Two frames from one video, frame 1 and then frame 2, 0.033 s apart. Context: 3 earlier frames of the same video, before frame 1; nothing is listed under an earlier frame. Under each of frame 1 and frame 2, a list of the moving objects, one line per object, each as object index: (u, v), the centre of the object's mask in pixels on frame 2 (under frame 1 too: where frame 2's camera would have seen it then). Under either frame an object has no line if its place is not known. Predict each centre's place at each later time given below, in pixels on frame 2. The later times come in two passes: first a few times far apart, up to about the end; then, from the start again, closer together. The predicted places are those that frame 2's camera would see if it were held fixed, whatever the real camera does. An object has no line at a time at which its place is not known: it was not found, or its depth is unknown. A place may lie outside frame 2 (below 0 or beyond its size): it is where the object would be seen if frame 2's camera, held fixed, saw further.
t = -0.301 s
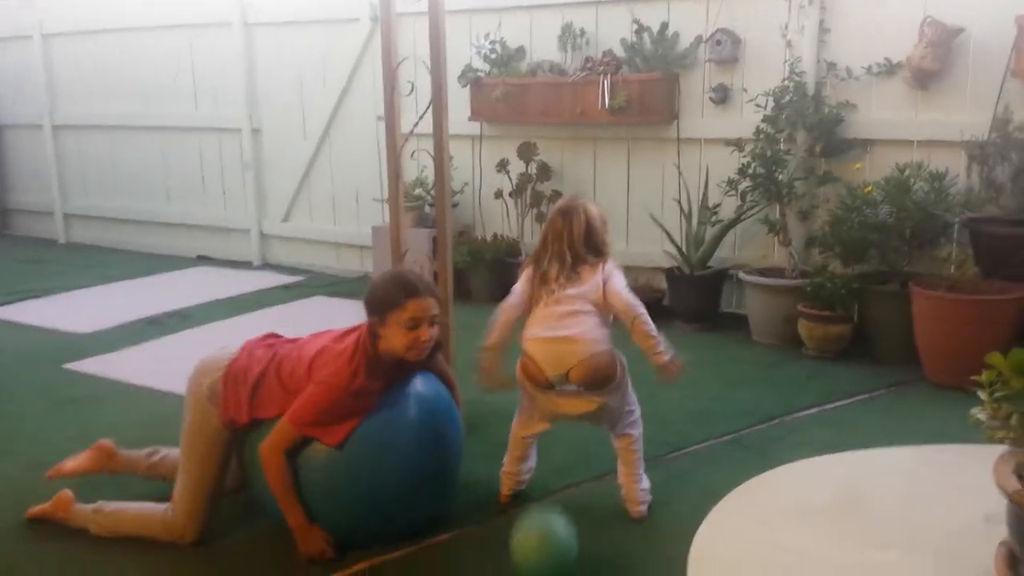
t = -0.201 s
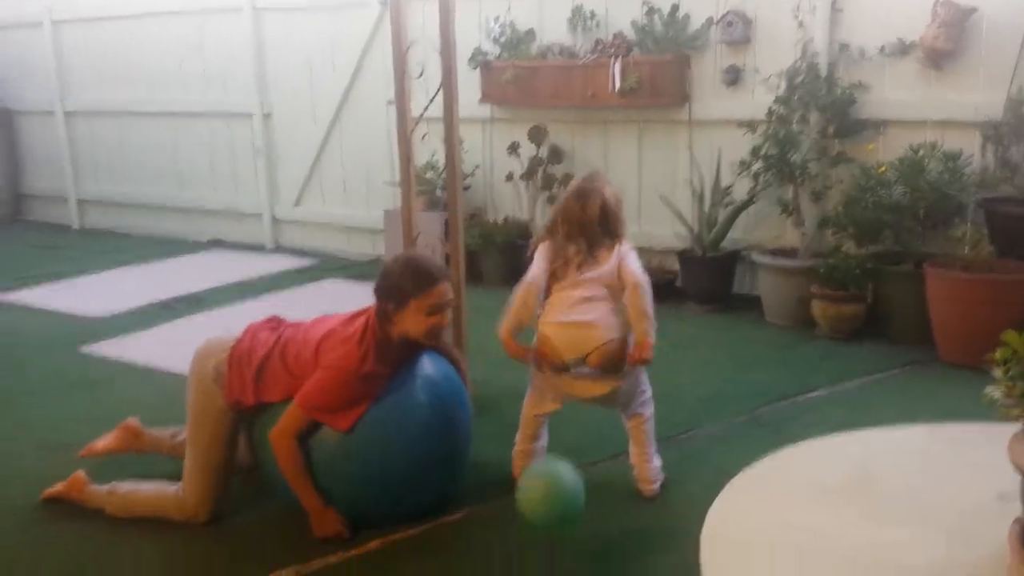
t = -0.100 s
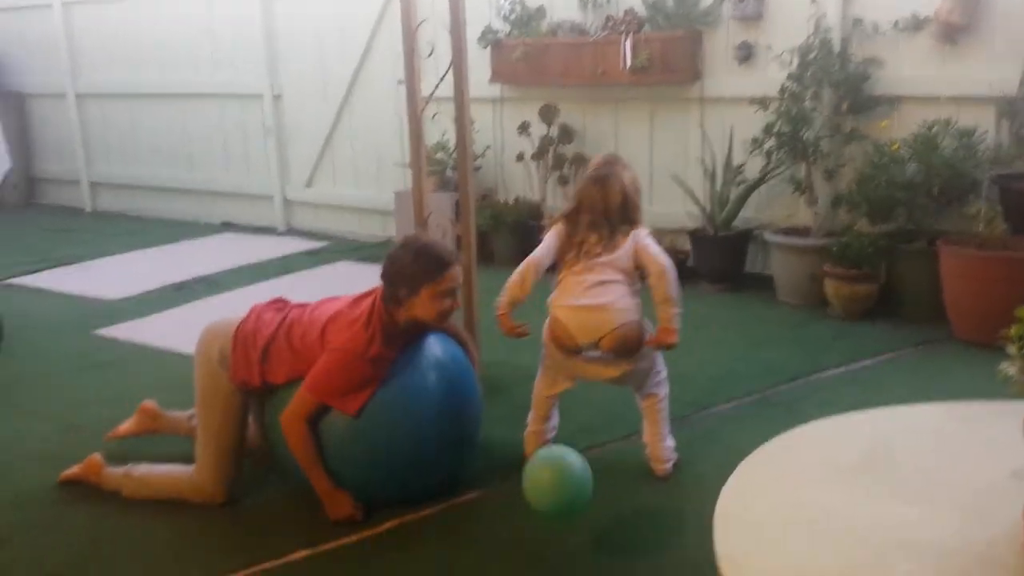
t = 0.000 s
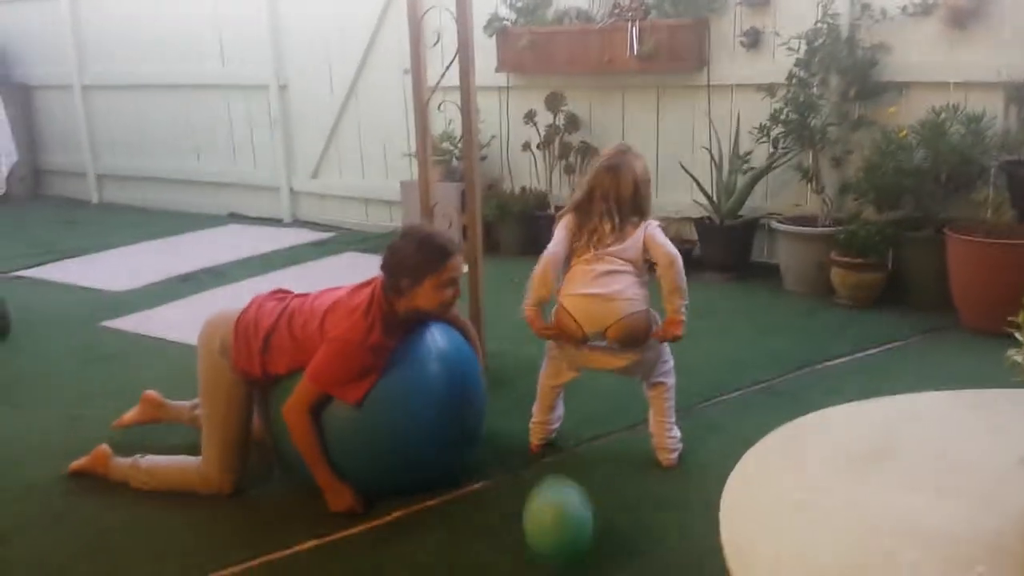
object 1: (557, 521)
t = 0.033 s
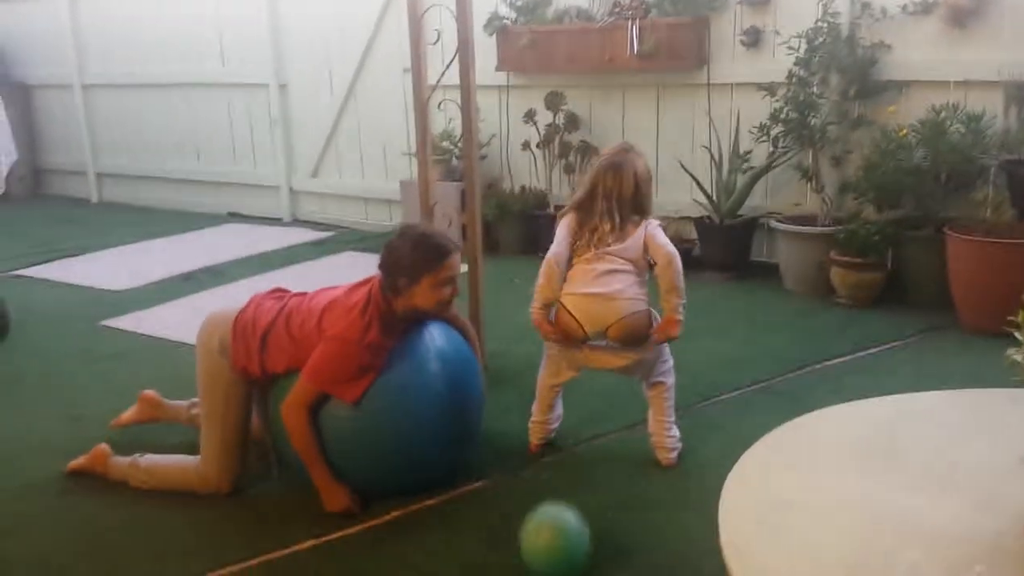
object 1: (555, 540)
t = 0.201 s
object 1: (531, 525)
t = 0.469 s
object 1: (489, 564)
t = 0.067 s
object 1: (551, 535)
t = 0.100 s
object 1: (545, 525)
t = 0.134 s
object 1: (541, 521)
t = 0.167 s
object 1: (536, 522)
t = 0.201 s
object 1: (531, 525)
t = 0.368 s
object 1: (506, 569)
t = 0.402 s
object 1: (501, 565)
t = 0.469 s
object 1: (489, 564)
